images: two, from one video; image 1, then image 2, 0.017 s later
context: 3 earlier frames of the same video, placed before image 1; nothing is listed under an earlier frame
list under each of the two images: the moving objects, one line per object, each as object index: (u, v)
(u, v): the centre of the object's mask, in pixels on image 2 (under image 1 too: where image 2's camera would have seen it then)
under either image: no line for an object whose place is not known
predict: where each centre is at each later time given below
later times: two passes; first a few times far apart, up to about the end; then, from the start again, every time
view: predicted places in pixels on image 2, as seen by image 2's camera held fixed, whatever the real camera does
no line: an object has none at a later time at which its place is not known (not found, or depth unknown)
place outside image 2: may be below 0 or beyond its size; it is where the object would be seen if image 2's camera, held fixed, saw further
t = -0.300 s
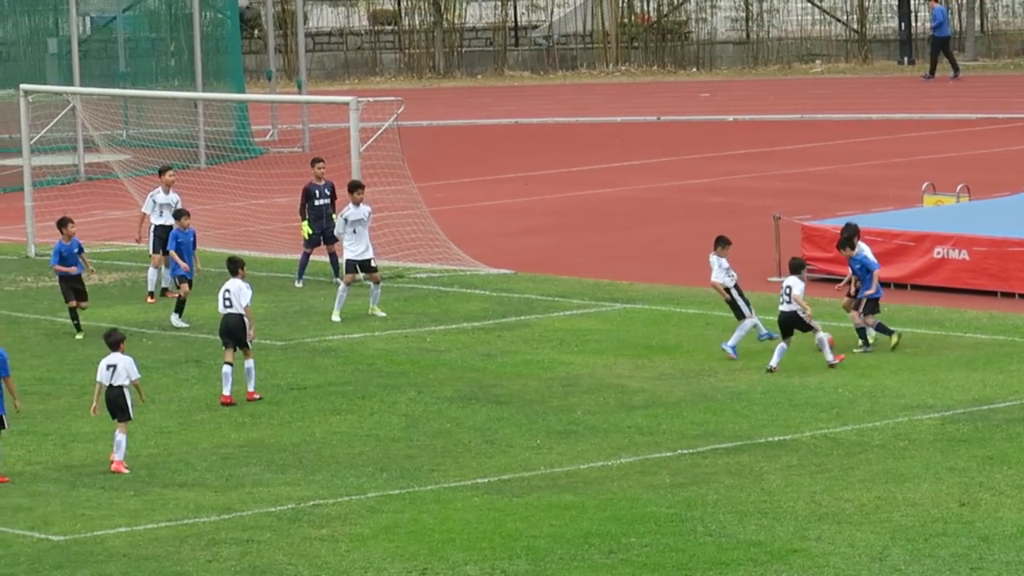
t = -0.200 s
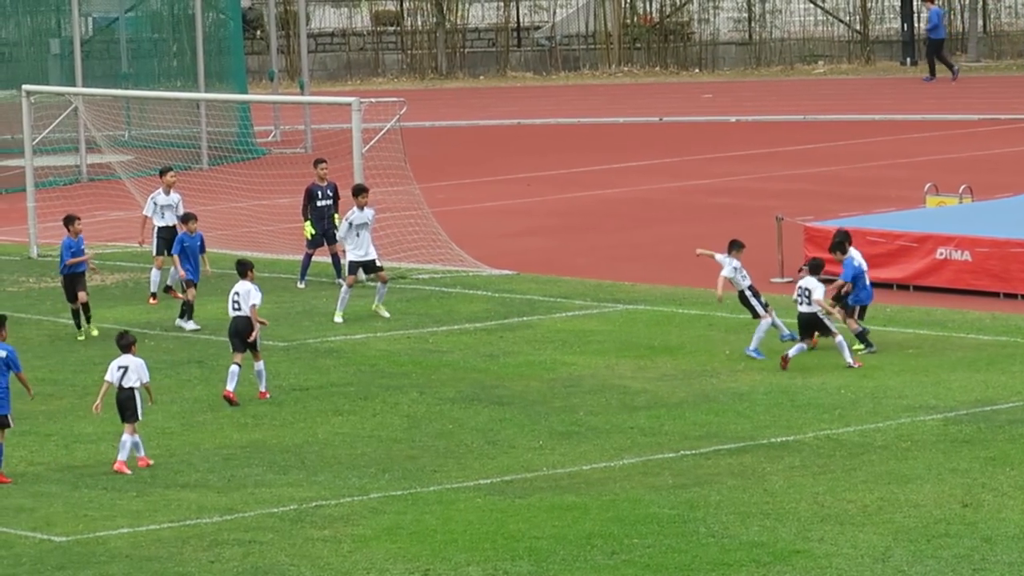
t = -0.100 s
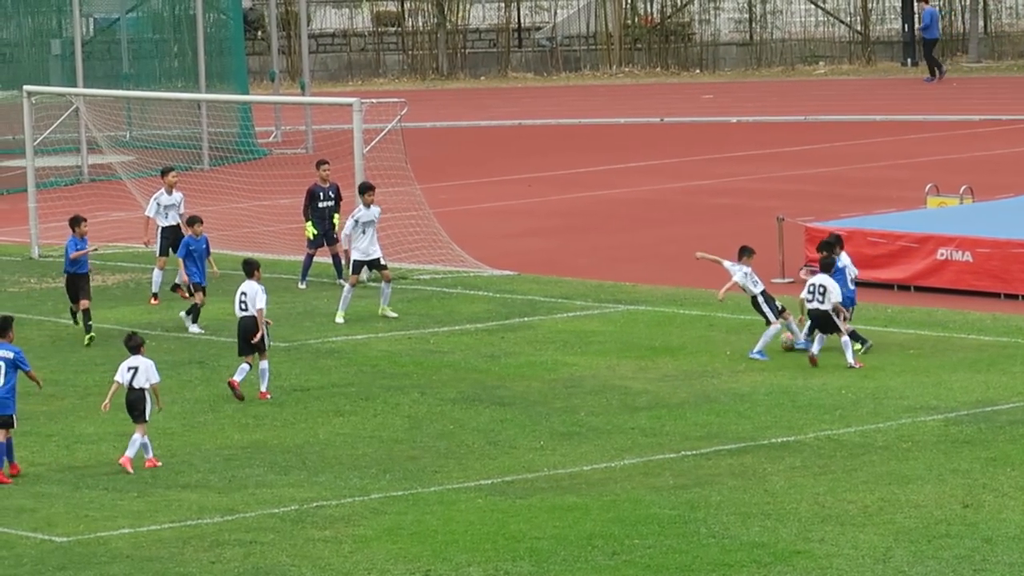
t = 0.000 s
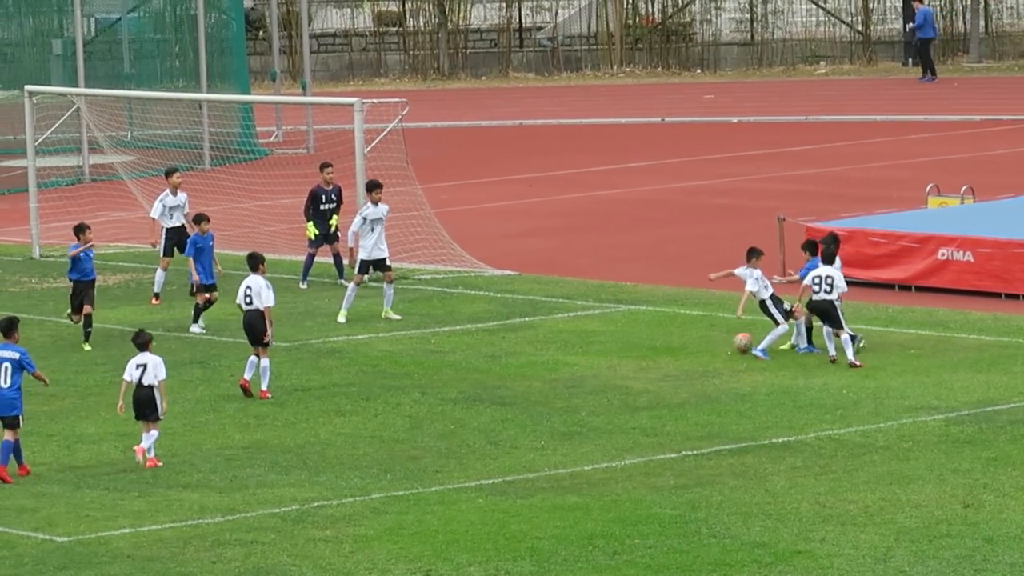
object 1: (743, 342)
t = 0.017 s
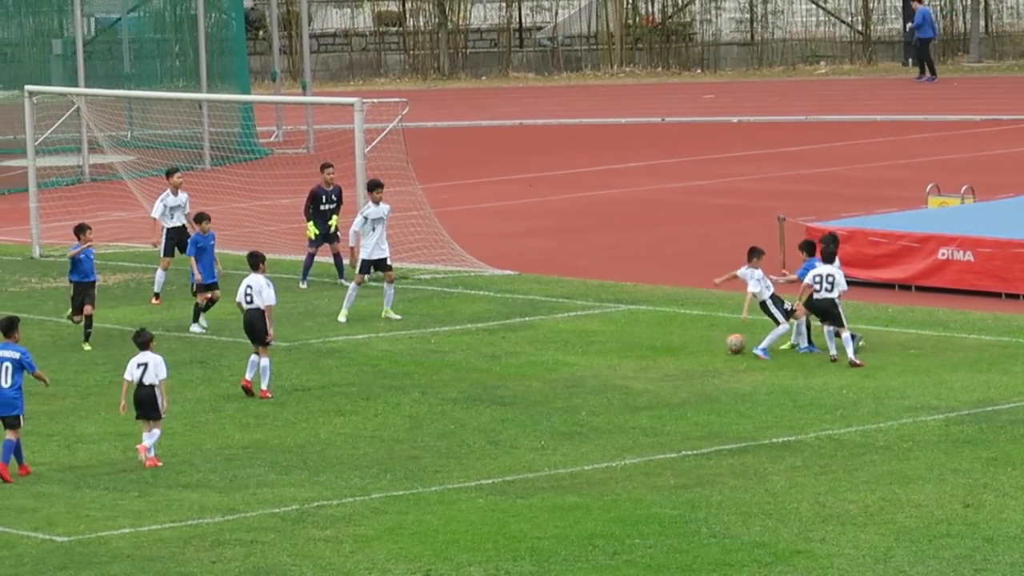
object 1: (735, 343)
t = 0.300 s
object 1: (639, 348)
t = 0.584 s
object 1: (568, 353)
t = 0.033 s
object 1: (728, 345)
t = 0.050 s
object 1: (720, 345)
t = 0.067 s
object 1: (713, 346)
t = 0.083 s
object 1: (708, 346)
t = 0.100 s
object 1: (702, 346)
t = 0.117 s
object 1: (697, 345)
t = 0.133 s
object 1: (690, 345)
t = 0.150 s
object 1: (685, 346)
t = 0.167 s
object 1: (679, 346)
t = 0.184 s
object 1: (674, 347)
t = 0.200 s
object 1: (668, 348)
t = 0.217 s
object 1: (663, 349)
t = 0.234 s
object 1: (658, 349)
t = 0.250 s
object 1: (653, 349)
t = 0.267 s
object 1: (648, 349)
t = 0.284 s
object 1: (643, 348)
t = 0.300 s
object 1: (639, 348)
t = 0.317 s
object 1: (634, 349)
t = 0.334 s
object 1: (630, 349)
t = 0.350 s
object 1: (625, 350)
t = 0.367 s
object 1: (621, 351)
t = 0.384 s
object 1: (616, 352)
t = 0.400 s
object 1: (612, 352)
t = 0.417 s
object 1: (609, 352)
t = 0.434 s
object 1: (604, 352)
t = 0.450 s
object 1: (600, 352)
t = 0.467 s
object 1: (596, 352)
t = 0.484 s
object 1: (592, 352)
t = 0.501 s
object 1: (588, 353)
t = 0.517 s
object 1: (584, 353)
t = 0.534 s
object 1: (580, 353)
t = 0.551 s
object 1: (576, 353)
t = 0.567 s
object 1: (573, 353)
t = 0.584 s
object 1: (568, 353)
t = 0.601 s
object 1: (564, 353)
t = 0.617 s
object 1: (561, 353)
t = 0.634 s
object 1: (557, 354)
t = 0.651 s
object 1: (553, 355)
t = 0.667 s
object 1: (550, 355)
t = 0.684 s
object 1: (546, 356)
